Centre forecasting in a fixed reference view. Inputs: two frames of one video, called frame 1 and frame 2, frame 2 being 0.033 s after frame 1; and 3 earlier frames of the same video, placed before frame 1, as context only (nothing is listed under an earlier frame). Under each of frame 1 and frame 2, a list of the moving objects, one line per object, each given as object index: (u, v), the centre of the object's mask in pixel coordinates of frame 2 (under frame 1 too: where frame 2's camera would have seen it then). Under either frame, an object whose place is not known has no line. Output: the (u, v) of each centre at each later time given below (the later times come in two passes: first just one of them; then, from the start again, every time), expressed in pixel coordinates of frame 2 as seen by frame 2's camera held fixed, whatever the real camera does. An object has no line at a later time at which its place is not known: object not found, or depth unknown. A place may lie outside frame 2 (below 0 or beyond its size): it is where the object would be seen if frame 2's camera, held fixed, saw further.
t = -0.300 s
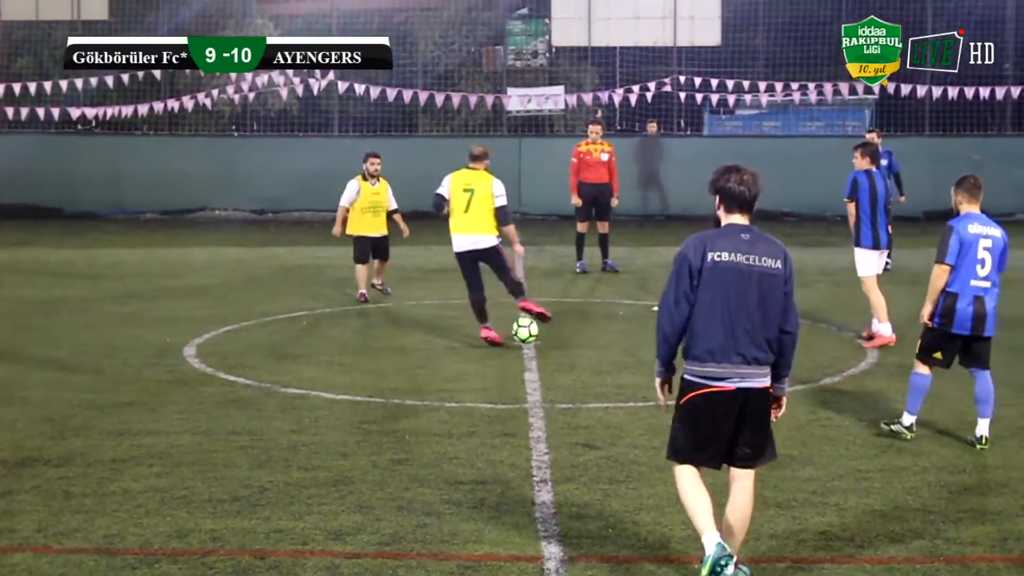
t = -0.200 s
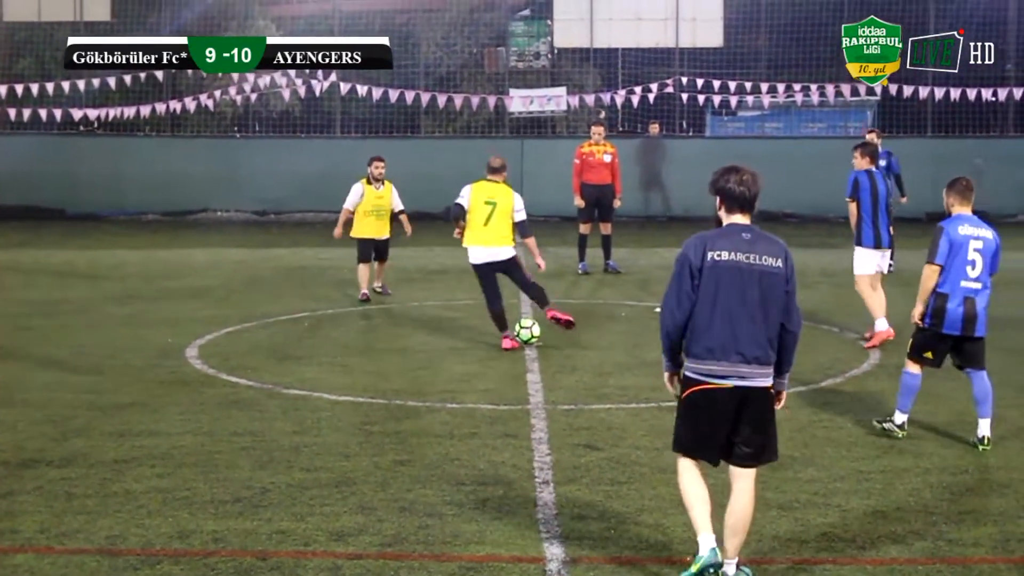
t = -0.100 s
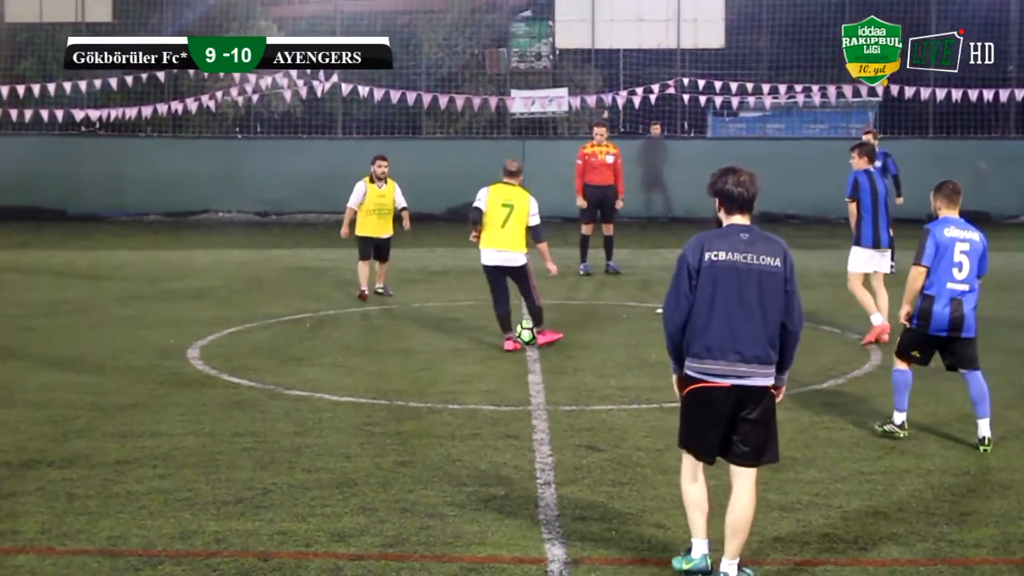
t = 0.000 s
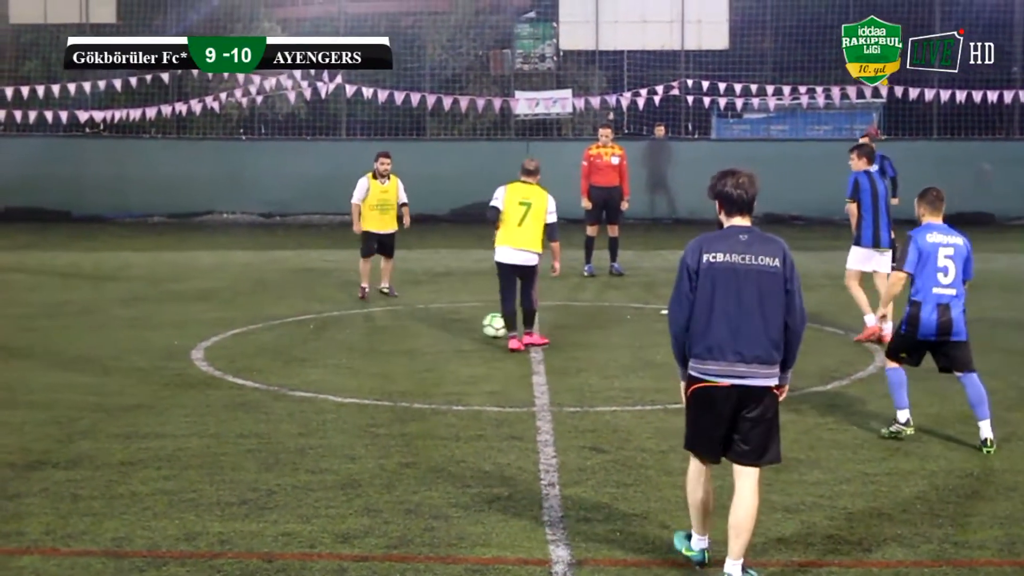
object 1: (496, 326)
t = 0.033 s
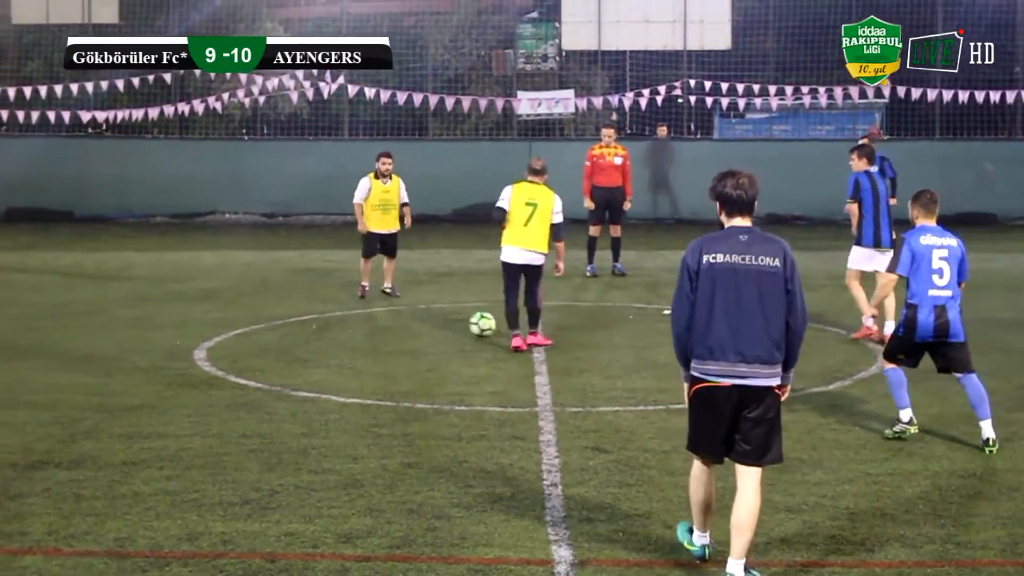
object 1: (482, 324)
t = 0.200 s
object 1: (416, 312)
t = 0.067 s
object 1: (468, 321)
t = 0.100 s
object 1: (454, 319)
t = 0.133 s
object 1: (441, 316)
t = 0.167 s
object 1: (428, 314)
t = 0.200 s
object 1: (416, 312)
